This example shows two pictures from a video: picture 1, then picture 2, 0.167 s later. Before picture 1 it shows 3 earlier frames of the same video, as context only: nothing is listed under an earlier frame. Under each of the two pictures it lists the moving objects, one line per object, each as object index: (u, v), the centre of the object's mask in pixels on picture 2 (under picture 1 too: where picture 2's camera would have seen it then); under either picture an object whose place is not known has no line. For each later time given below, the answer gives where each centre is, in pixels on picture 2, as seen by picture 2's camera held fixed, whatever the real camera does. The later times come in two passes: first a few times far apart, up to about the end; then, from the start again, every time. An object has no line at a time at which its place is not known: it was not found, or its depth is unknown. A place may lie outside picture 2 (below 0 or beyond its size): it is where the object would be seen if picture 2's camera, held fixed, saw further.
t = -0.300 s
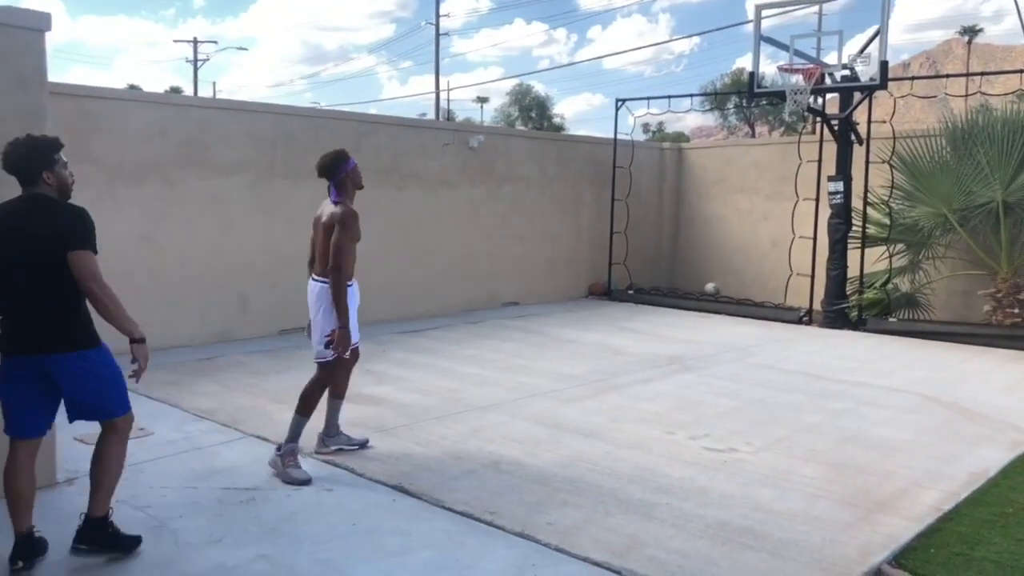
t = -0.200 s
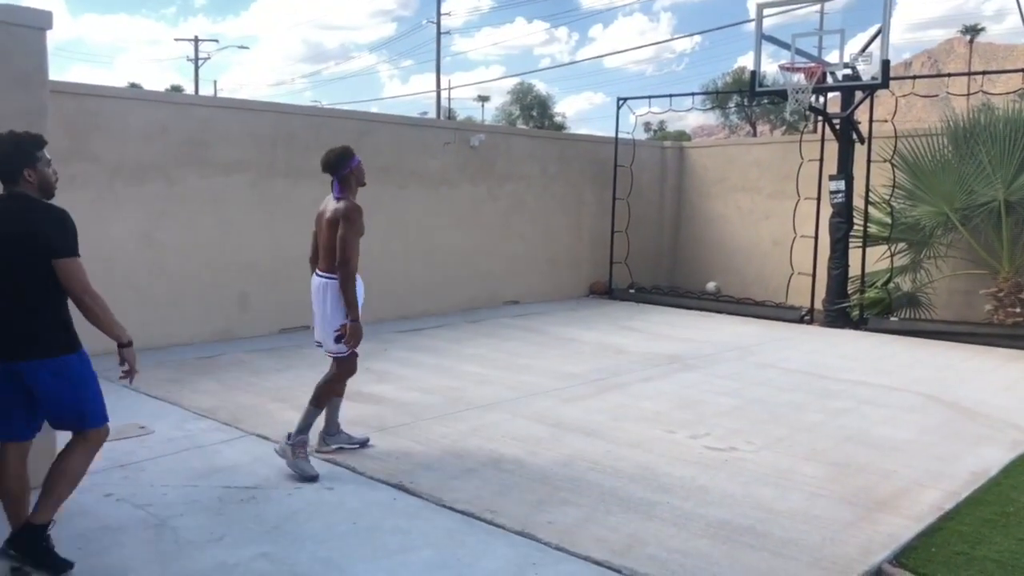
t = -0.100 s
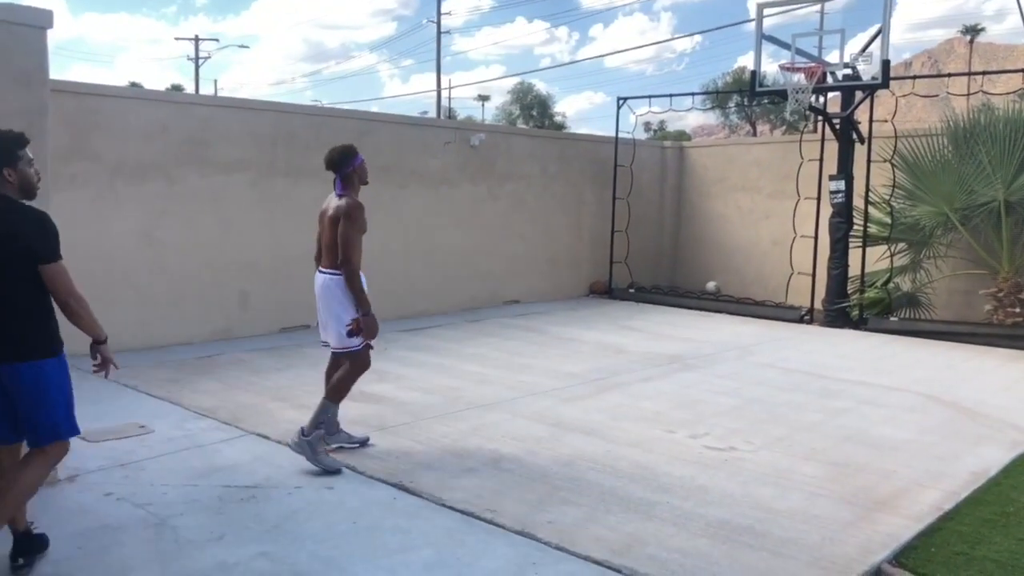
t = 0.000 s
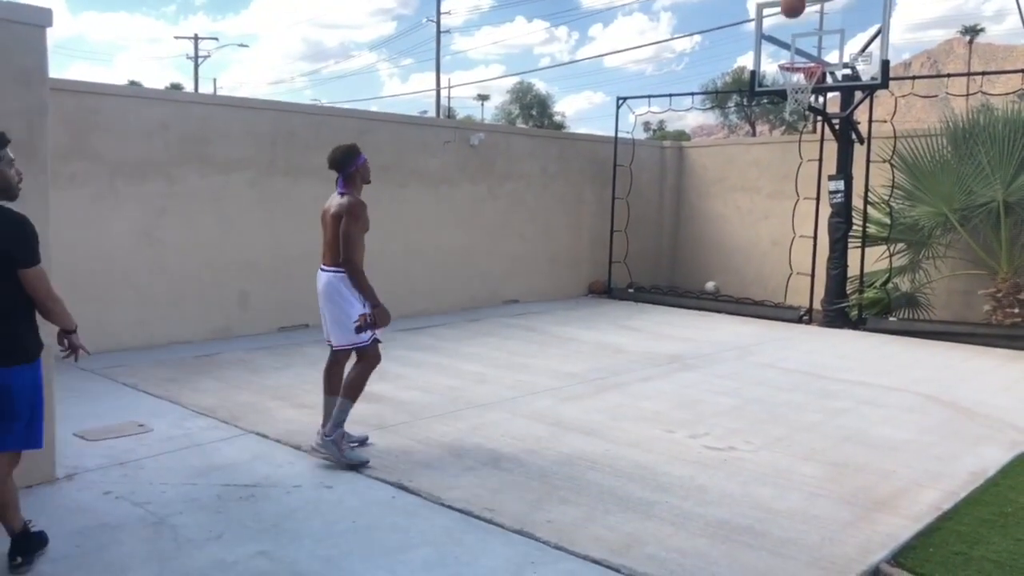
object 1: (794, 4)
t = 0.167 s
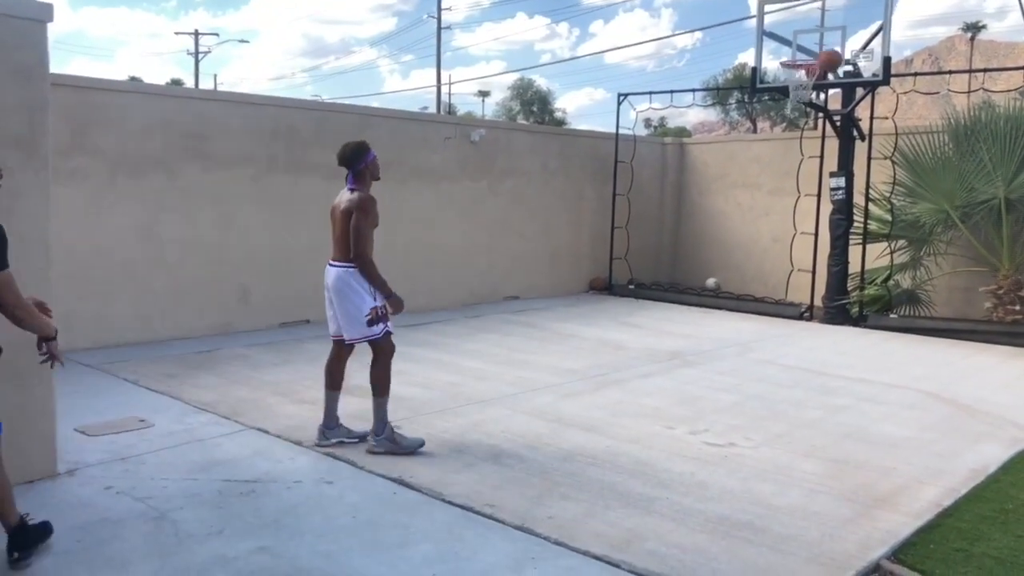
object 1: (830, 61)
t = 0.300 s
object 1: (868, 84)
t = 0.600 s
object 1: (980, 241)
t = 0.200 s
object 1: (838, 65)
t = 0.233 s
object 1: (848, 70)
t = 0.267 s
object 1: (857, 76)
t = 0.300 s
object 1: (868, 84)
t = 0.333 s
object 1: (879, 94)
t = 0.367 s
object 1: (891, 105)
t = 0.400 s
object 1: (901, 119)
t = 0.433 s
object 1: (915, 133)
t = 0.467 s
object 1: (926, 151)
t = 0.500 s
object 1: (939, 170)
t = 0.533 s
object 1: (952, 192)
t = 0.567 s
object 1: (965, 215)
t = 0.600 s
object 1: (980, 241)
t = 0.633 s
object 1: (996, 271)
